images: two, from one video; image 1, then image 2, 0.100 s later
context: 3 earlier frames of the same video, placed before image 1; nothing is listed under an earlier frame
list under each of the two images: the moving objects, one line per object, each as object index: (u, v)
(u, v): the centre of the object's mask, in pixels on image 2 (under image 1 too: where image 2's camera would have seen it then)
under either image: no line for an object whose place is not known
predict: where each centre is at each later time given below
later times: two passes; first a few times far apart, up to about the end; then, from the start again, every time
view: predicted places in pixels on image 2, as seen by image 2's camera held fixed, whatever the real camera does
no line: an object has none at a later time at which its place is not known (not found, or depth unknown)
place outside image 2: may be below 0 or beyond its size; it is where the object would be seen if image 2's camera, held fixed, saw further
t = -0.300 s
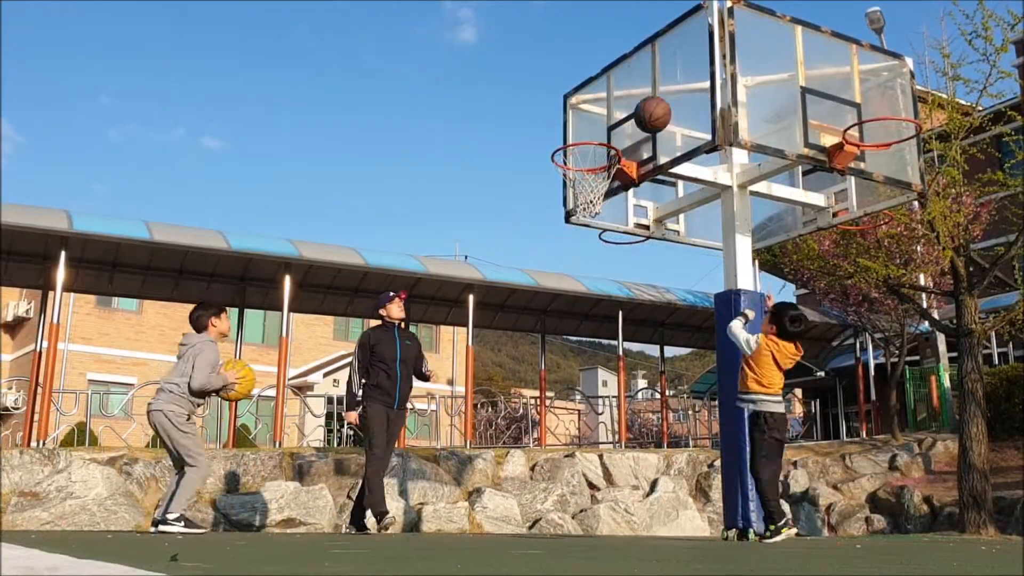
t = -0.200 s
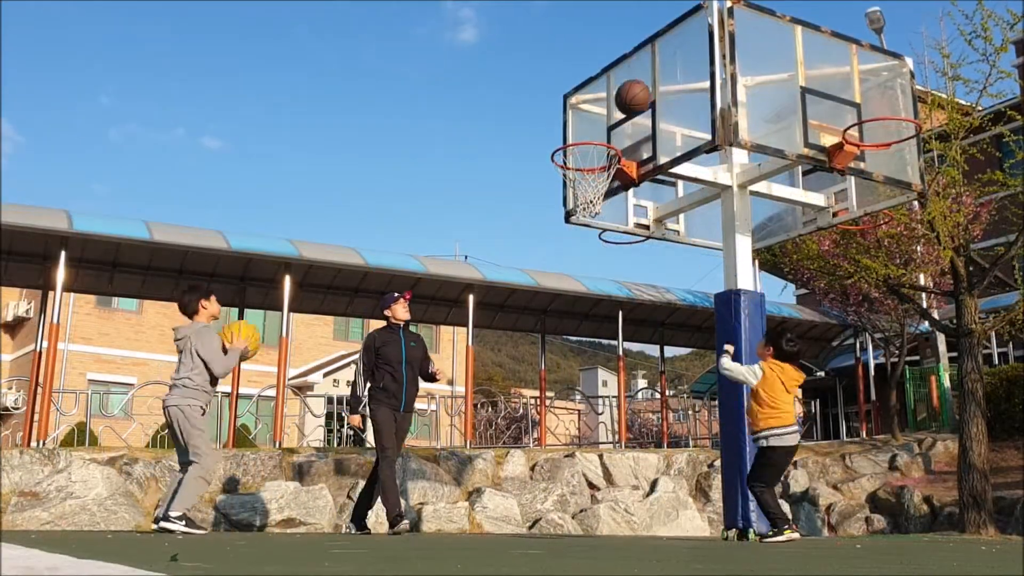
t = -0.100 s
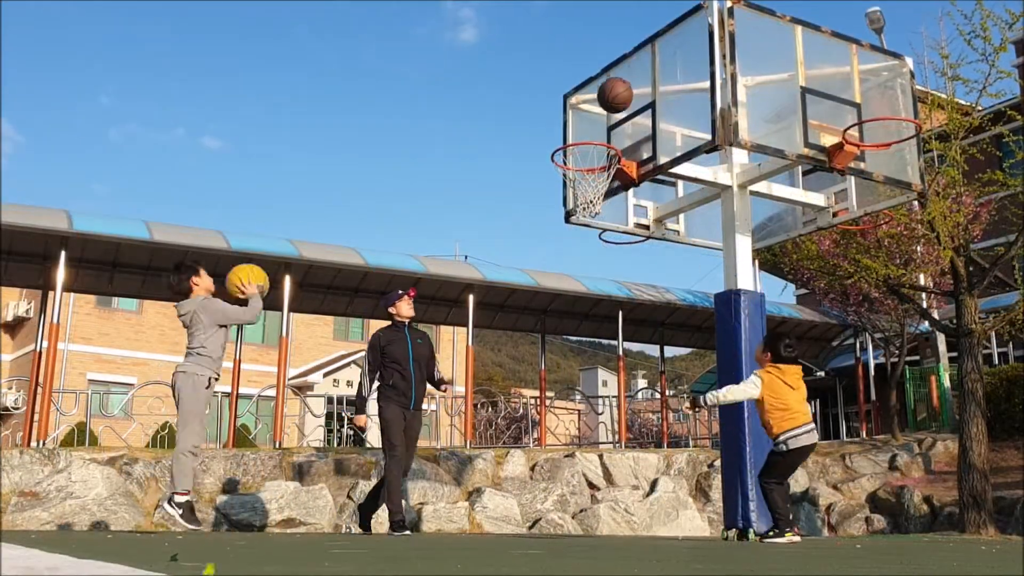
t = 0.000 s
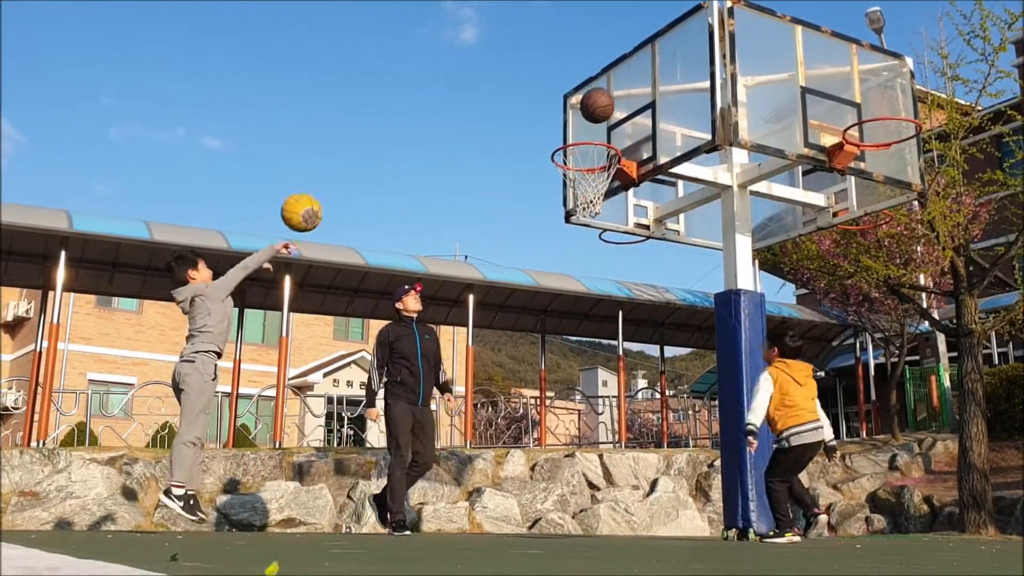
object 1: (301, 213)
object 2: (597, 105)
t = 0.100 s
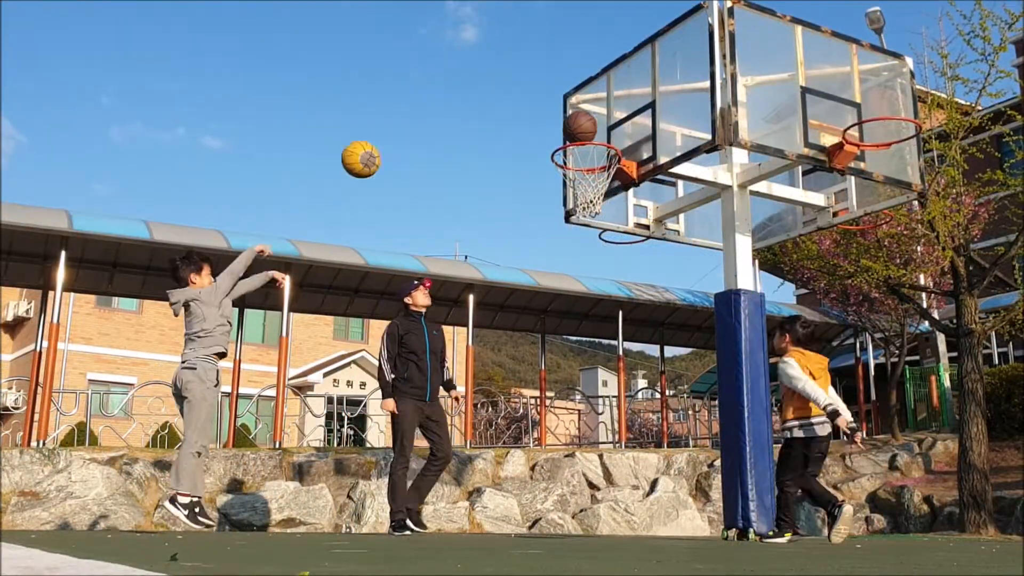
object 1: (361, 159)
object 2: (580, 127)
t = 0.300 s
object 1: (464, 103)
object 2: (579, 182)
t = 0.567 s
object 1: (581, 115)
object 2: (599, 192)
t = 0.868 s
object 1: (569, 134)
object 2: (576, 220)
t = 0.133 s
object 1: (379, 145)
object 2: (574, 138)
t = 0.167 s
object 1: (397, 134)
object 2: (572, 147)
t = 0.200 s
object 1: (414, 123)
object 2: (574, 155)
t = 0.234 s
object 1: (431, 115)
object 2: (575, 163)
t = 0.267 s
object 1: (448, 109)
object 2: (577, 173)
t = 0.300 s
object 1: (464, 103)
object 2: (579, 182)
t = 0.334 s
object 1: (479, 100)
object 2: (580, 185)
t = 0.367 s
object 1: (495, 97)
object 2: (586, 187)
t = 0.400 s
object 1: (510, 97)
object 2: (588, 188)
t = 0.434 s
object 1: (524, 98)
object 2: (593, 191)
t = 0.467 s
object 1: (539, 100)
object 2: (596, 191)
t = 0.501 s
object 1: (553, 104)
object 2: (597, 192)
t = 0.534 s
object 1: (567, 109)
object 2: (599, 192)
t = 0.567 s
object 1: (581, 115)
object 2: (599, 192)
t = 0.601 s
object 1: (594, 123)
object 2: (598, 193)
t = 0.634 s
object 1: (608, 131)
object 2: (596, 193)
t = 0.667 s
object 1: (601, 132)
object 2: (596, 192)
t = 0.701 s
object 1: (589, 140)
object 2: (588, 197)
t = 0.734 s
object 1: (577, 146)
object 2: (587, 204)
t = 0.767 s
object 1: (567, 151)
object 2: (585, 206)
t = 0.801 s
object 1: (568, 145)
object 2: (582, 208)
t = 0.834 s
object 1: (568, 140)
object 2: (580, 212)
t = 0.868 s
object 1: (569, 134)
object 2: (576, 220)
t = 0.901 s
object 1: (571, 129)
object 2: (573, 229)
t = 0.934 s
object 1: (574, 125)
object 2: (569, 241)
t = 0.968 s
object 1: (576, 122)
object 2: (566, 254)
